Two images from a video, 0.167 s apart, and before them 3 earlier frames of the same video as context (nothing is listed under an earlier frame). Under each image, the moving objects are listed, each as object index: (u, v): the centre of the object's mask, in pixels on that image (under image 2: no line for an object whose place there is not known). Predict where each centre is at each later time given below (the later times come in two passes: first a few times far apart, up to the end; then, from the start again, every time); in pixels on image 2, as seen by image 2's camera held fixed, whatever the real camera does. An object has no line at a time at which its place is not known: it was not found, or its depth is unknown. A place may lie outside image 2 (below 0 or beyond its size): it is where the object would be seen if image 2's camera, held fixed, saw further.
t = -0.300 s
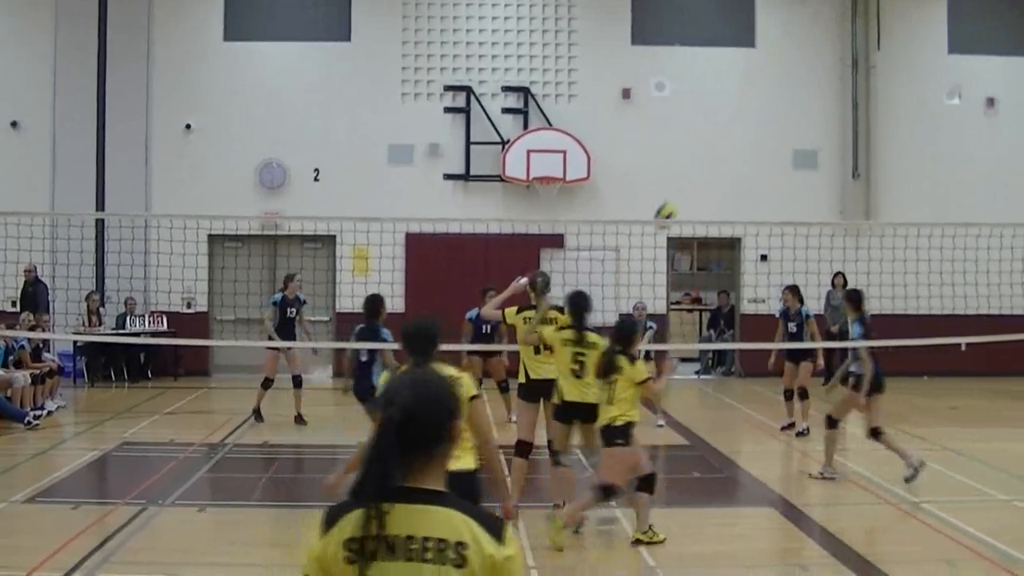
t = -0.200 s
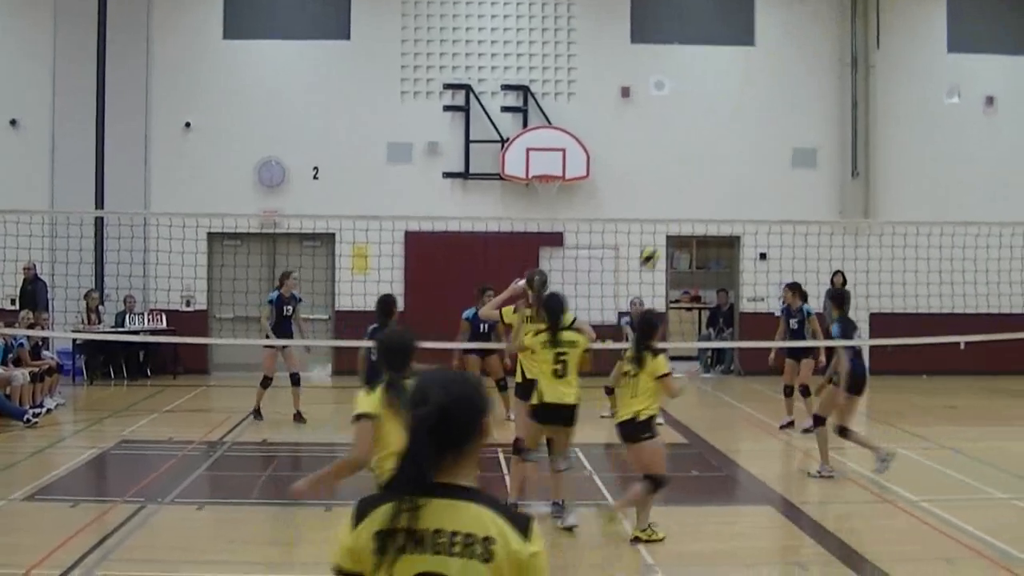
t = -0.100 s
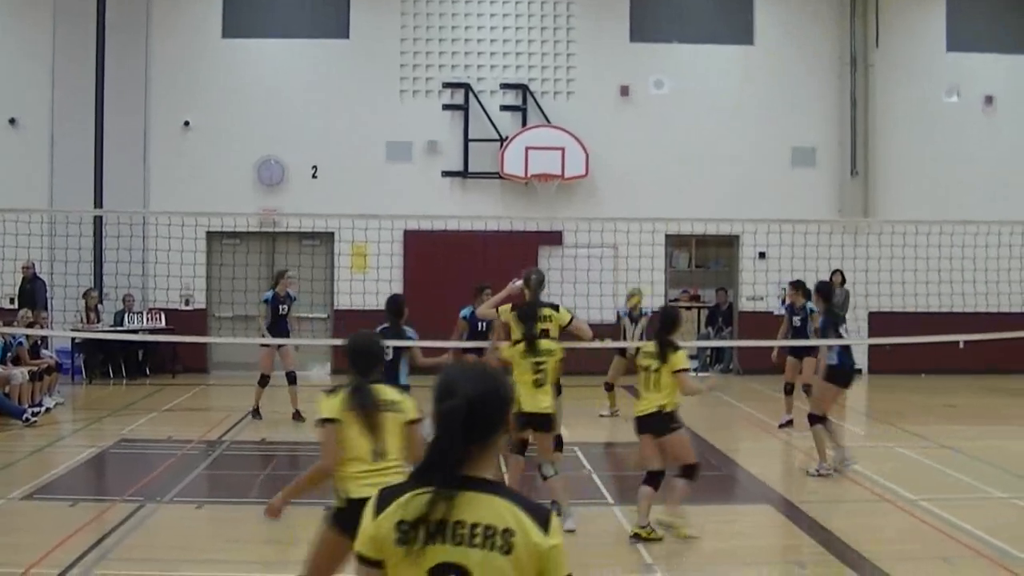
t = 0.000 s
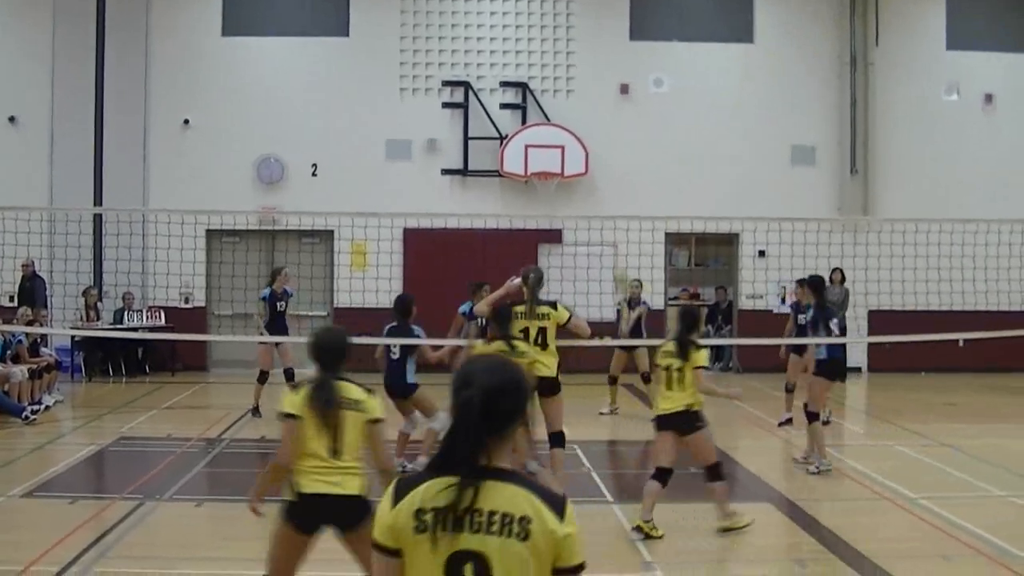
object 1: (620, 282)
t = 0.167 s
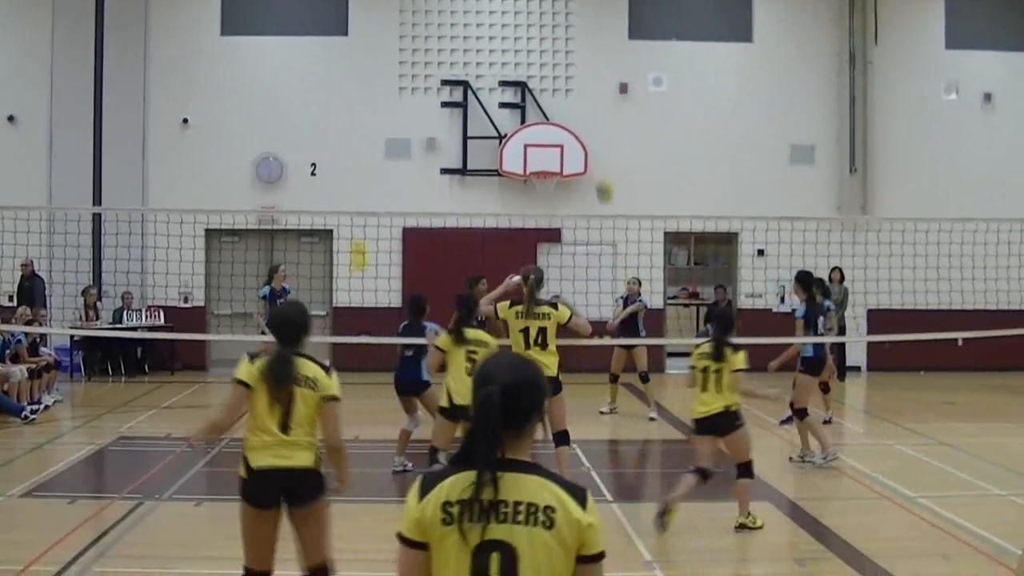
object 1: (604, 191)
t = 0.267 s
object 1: (595, 147)
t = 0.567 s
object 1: (564, 66)
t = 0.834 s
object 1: (535, 60)
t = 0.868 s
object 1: (532, 62)
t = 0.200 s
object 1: (601, 177)
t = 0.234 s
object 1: (598, 161)
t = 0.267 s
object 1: (595, 147)
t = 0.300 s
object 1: (592, 134)
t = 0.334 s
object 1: (588, 123)
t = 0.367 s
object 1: (586, 112)
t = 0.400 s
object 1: (582, 102)
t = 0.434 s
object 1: (579, 94)
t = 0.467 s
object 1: (575, 86)
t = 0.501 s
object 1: (572, 79)
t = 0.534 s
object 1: (568, 73)
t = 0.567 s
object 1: (564, 66)
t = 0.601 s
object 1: (561, 61)
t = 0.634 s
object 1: (557, 58)
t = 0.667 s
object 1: (553, 57)
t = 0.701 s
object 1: (549, 54)
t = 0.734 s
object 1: (546, 54)
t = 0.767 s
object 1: (542, 54)
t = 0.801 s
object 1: (538, 55)
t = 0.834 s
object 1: (535, 60)
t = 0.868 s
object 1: (532, 62)
